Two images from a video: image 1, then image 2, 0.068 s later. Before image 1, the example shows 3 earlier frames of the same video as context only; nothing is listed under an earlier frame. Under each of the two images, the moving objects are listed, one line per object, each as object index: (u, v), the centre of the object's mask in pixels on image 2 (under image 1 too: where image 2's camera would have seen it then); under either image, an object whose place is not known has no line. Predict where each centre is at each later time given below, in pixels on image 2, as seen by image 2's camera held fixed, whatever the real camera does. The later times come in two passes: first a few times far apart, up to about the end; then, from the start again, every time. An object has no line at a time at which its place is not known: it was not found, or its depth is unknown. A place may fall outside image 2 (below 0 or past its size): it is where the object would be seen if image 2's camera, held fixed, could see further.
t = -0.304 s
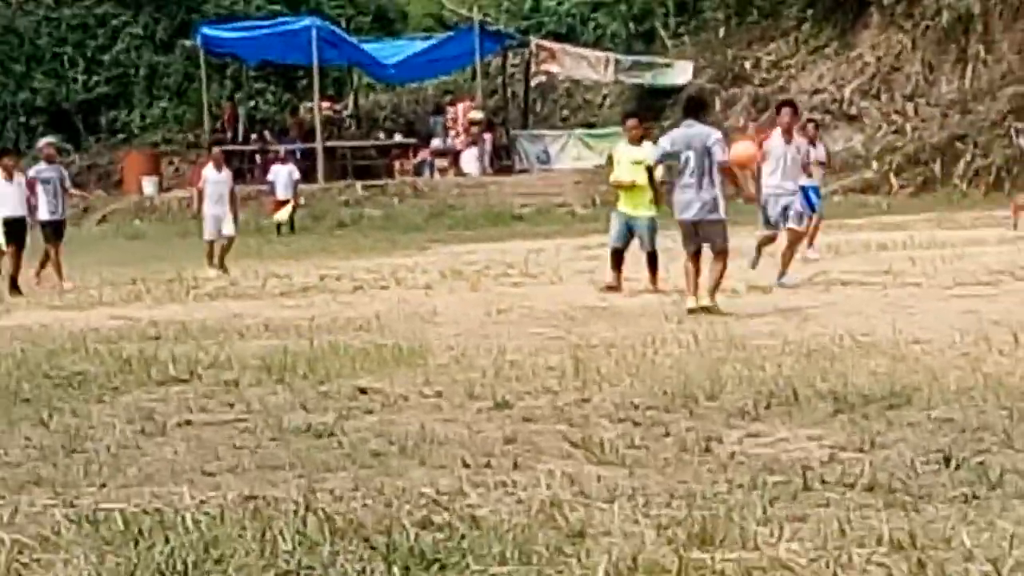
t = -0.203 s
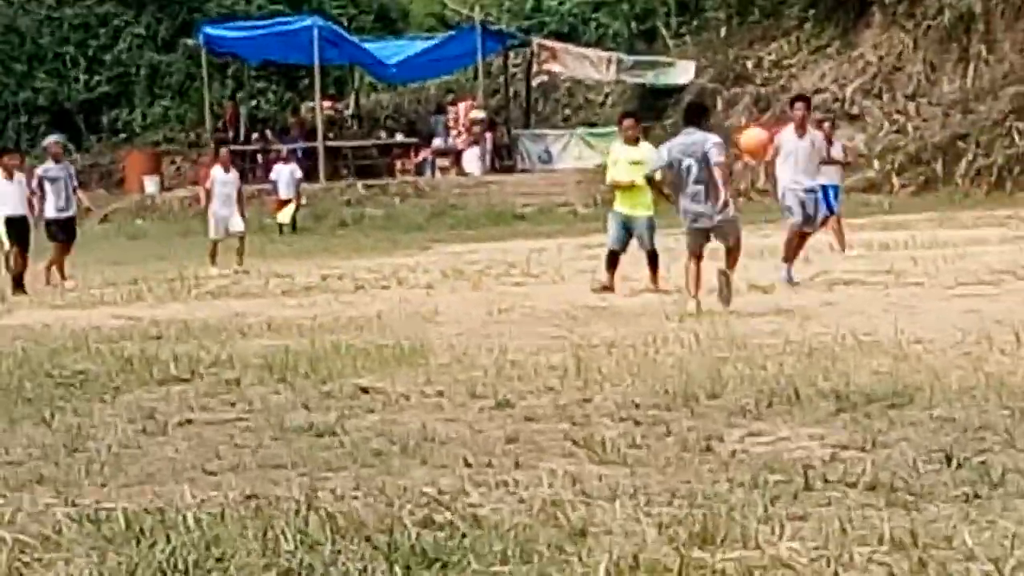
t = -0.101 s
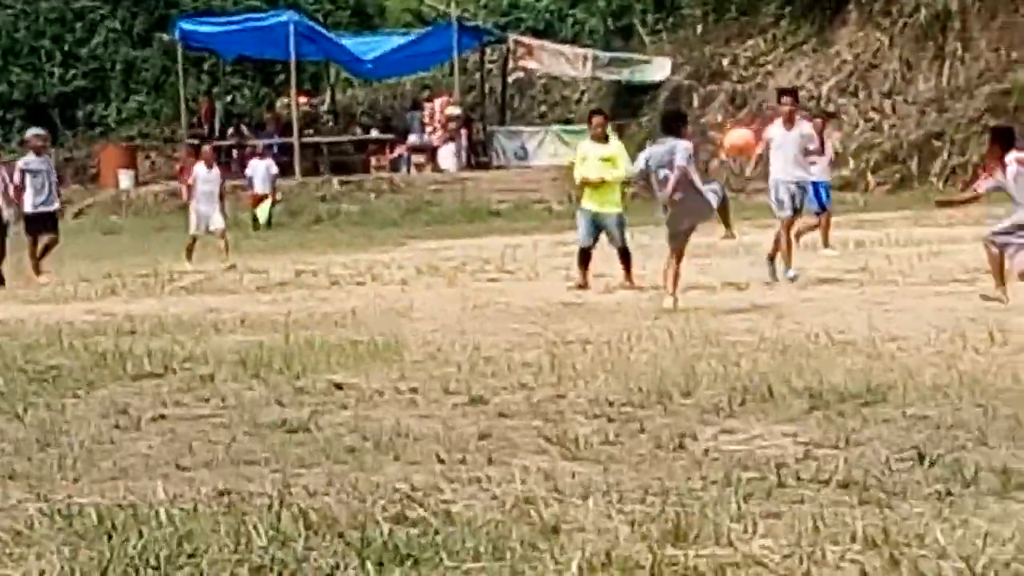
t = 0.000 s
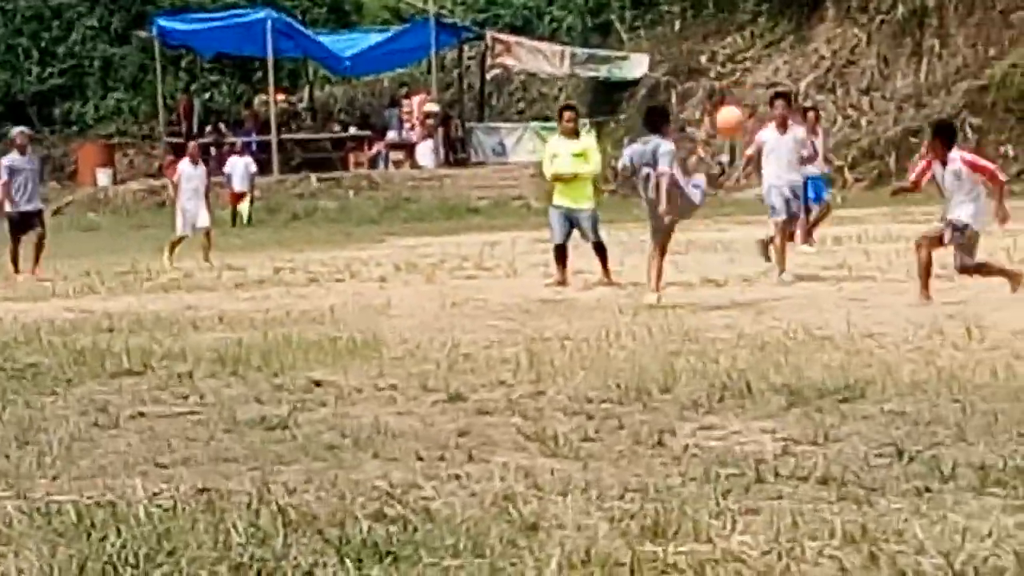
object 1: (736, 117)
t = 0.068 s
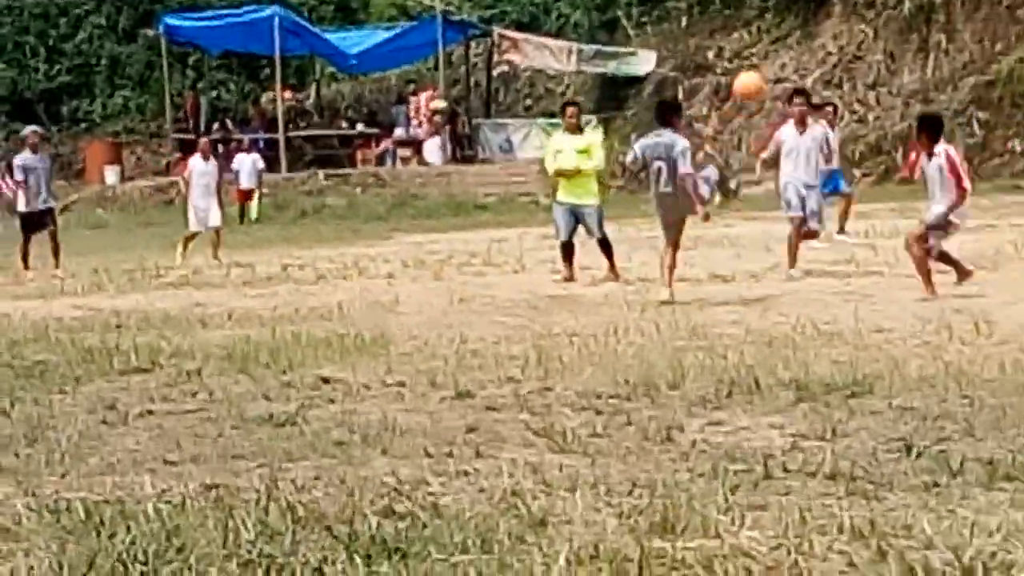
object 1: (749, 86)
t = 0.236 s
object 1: (777, 36)
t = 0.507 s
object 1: (830, 32)
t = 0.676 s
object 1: (868, 84)
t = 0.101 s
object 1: (754, 73)
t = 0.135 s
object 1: (760, 63)
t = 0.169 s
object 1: (764, 53)
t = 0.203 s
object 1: (770, 43)
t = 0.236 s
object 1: (777, 36)
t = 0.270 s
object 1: (782, 31)
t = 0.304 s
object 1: (788, 26)
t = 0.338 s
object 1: (795, 22)
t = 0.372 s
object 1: (802, 22)
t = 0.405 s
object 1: (808, 21)
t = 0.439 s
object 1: (815, 23)
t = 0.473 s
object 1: (822, 27)
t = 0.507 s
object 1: (830, 32)
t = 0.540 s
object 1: (837, 40)
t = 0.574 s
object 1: (844, 50)
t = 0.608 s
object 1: (851, 60)
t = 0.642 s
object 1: (860, 71)
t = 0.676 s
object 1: (868, 84)
